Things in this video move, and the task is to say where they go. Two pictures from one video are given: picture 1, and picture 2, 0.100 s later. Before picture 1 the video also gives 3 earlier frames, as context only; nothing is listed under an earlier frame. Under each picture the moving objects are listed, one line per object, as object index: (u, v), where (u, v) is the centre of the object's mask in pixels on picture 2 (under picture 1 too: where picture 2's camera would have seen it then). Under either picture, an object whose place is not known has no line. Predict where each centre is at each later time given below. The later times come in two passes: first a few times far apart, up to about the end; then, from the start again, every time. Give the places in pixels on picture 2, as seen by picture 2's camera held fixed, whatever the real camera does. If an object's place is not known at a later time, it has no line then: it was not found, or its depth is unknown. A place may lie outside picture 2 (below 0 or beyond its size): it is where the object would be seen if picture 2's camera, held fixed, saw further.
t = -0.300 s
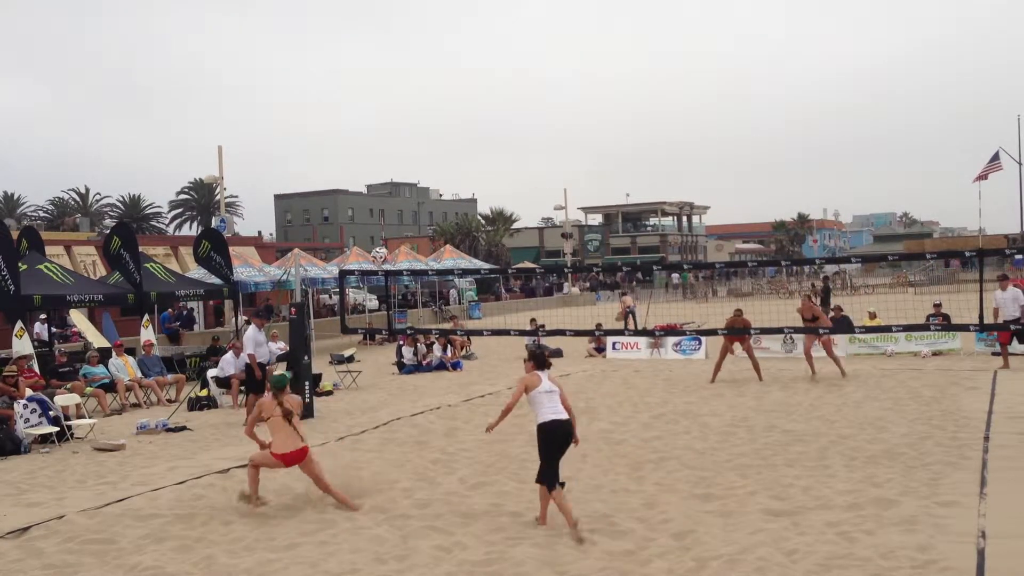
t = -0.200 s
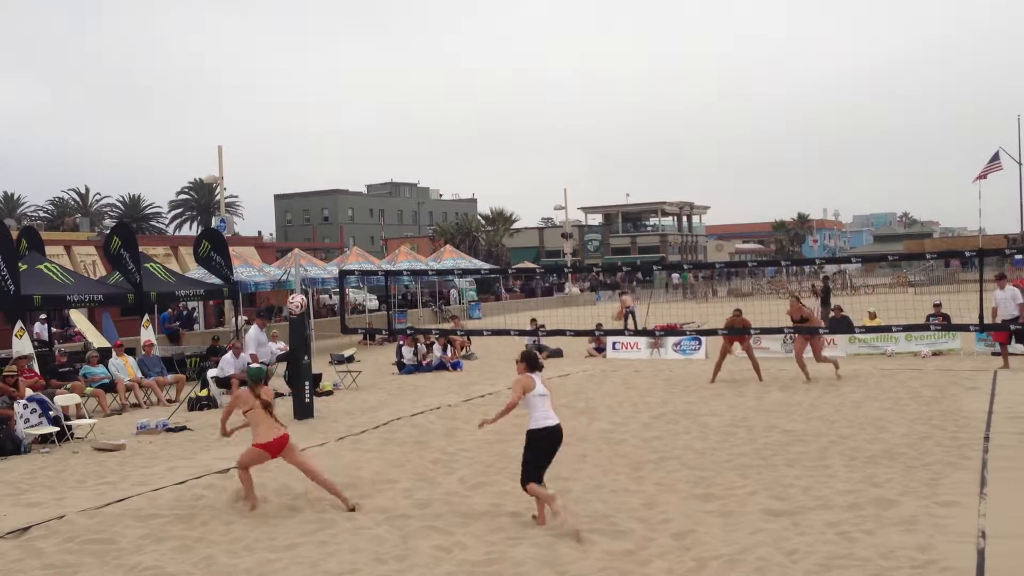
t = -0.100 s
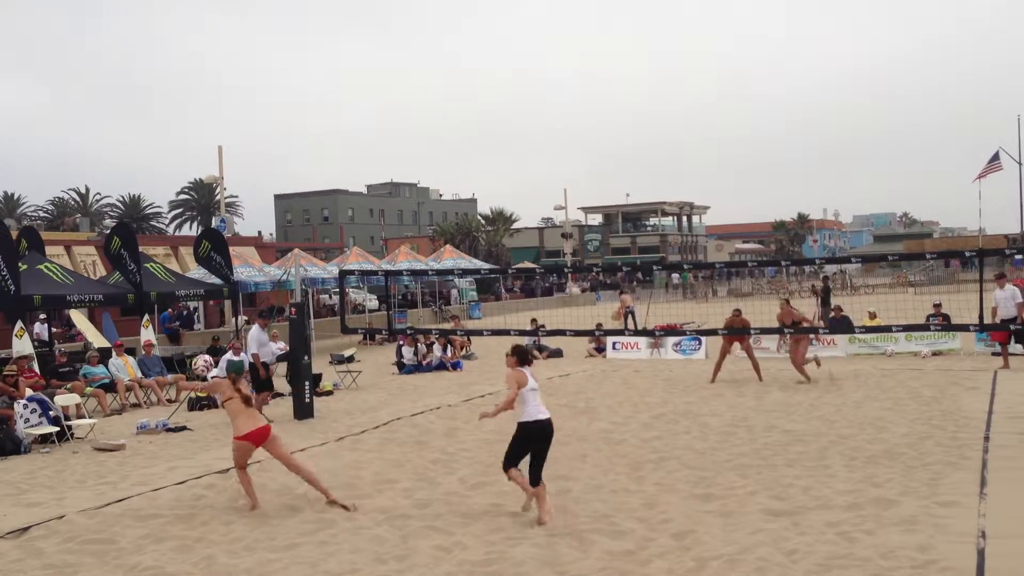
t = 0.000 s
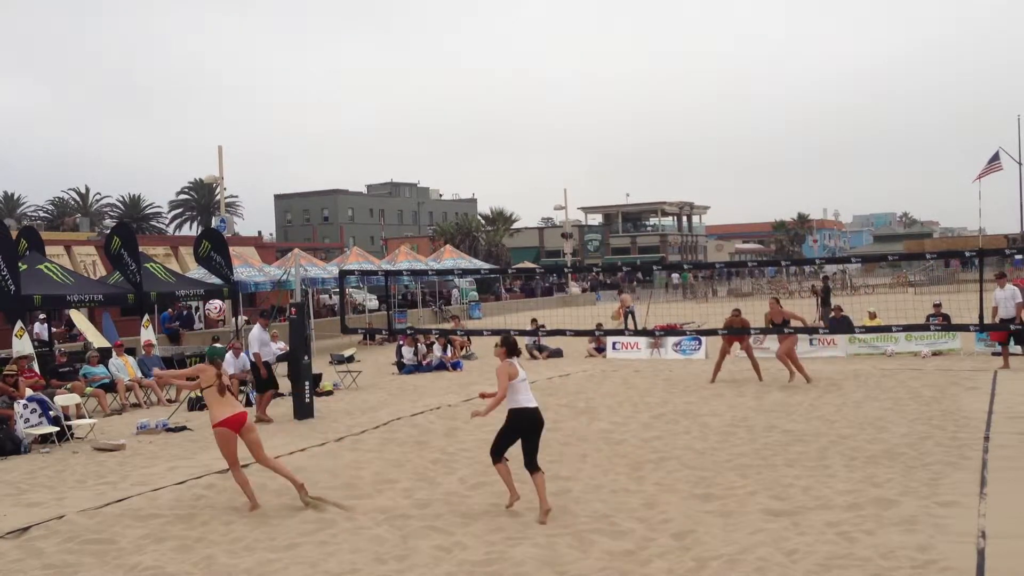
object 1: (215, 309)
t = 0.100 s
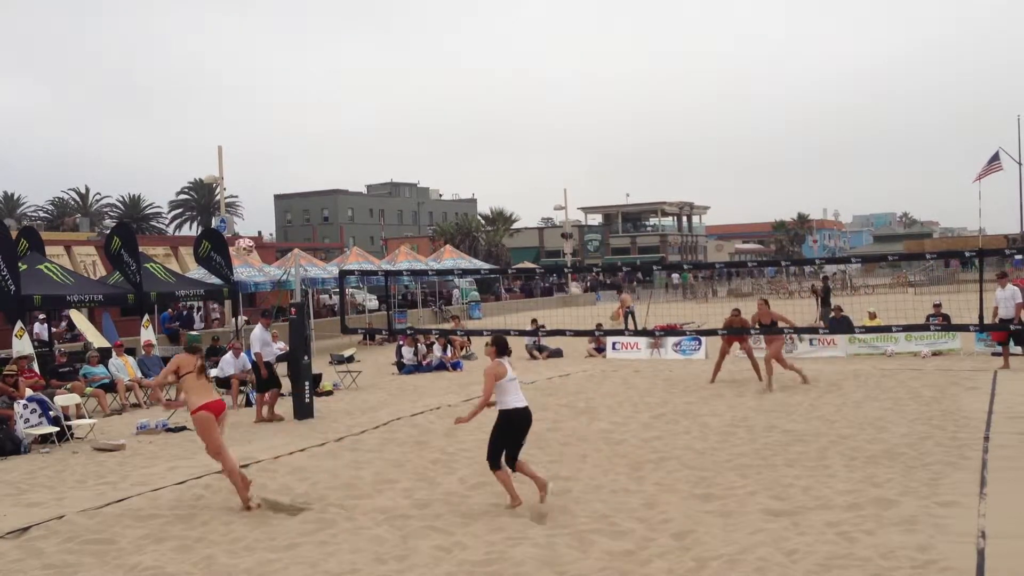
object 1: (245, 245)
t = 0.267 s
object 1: (289, 174)
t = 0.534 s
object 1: (348, 123)
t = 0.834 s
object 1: (401, 133)
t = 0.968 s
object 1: (421, 156)
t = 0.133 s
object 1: (254, 230)
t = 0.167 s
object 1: (263, 214)
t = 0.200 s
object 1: (272, 199)
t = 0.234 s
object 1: (280, 187)
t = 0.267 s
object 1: (289, 174)
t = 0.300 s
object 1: (296, 165)
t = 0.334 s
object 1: (304, 156)
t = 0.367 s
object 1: (312, 147)
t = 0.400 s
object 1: (320, 140)
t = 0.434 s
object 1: (327, 135)
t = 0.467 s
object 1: (334, 130)
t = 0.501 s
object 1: (341, 126)
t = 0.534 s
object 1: (348, 123)
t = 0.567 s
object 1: (354, 122)
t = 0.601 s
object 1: (361, 120)
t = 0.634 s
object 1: (367, 119)
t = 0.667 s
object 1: (373, 120)
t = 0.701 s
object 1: (379, 121)
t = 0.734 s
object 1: (385, 123)
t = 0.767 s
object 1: (390, 125)
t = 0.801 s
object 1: (396, 129)
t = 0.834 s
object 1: (401, 133)
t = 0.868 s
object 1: (406, 138)
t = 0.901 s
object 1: (412, 144)
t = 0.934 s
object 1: (417, 150)
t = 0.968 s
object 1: (421, 156)
